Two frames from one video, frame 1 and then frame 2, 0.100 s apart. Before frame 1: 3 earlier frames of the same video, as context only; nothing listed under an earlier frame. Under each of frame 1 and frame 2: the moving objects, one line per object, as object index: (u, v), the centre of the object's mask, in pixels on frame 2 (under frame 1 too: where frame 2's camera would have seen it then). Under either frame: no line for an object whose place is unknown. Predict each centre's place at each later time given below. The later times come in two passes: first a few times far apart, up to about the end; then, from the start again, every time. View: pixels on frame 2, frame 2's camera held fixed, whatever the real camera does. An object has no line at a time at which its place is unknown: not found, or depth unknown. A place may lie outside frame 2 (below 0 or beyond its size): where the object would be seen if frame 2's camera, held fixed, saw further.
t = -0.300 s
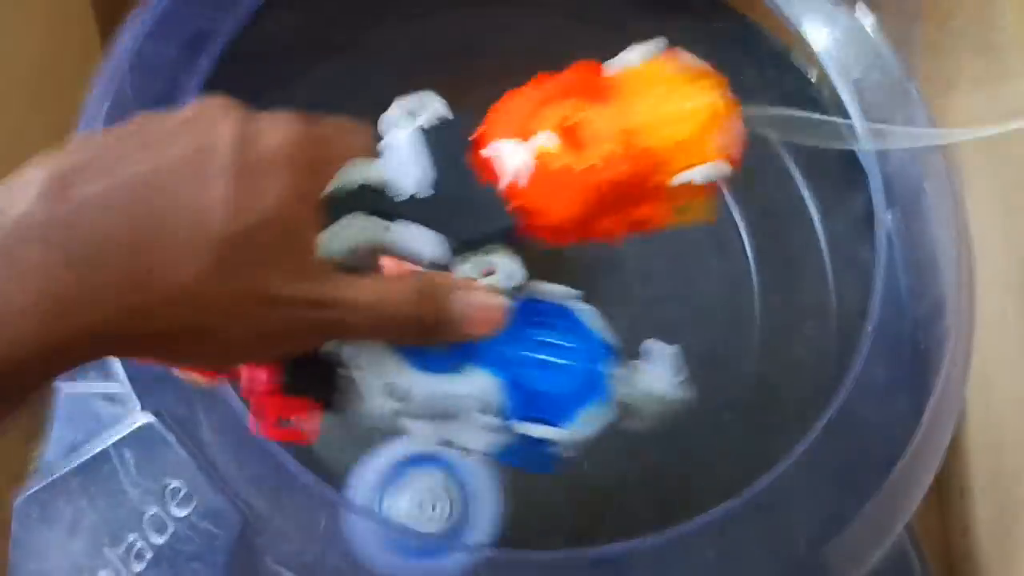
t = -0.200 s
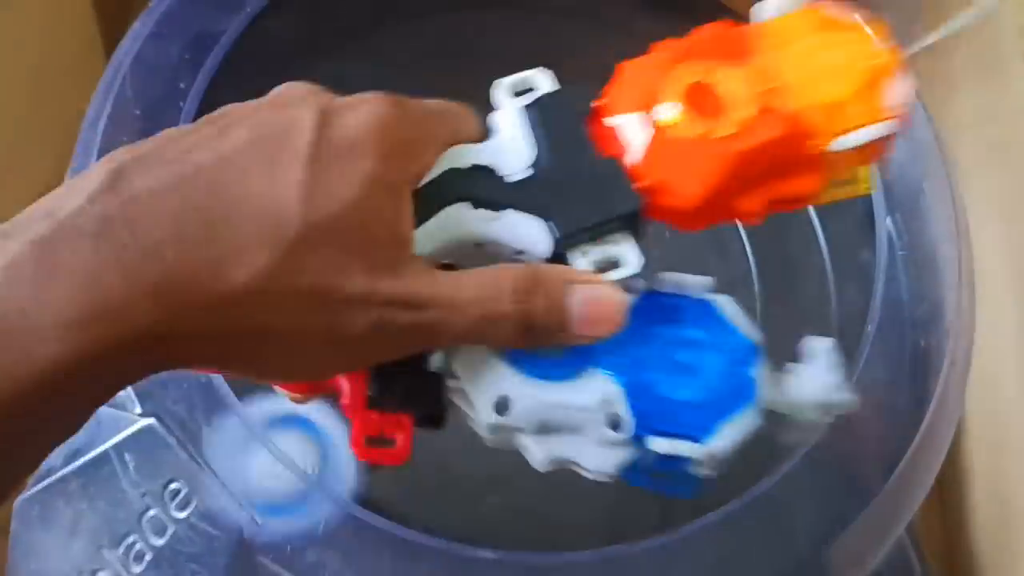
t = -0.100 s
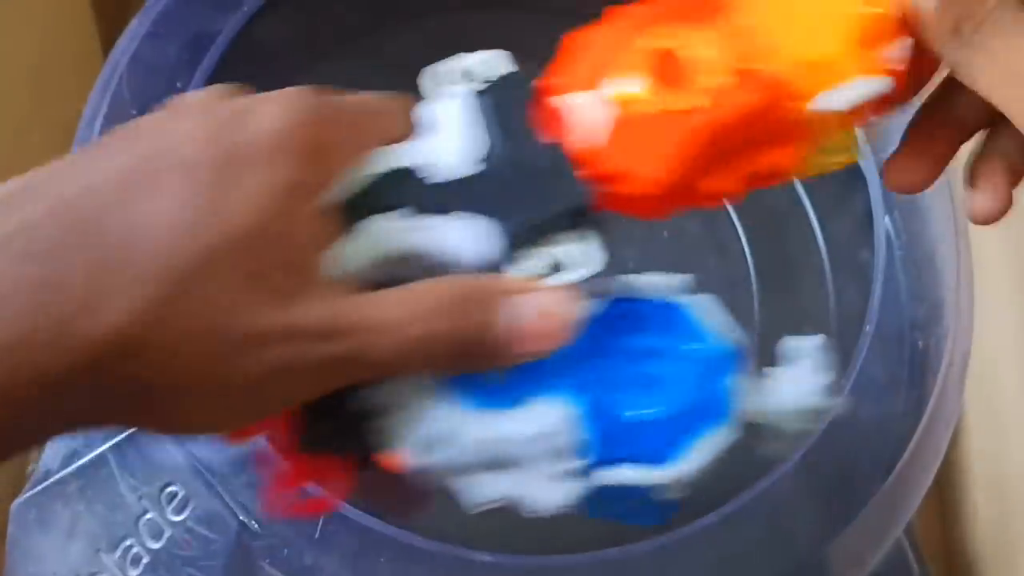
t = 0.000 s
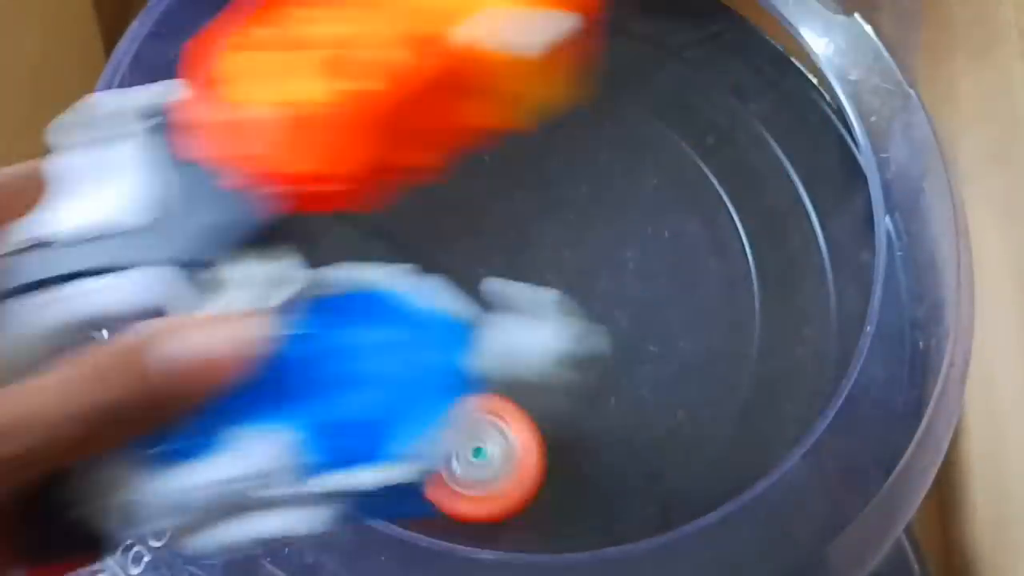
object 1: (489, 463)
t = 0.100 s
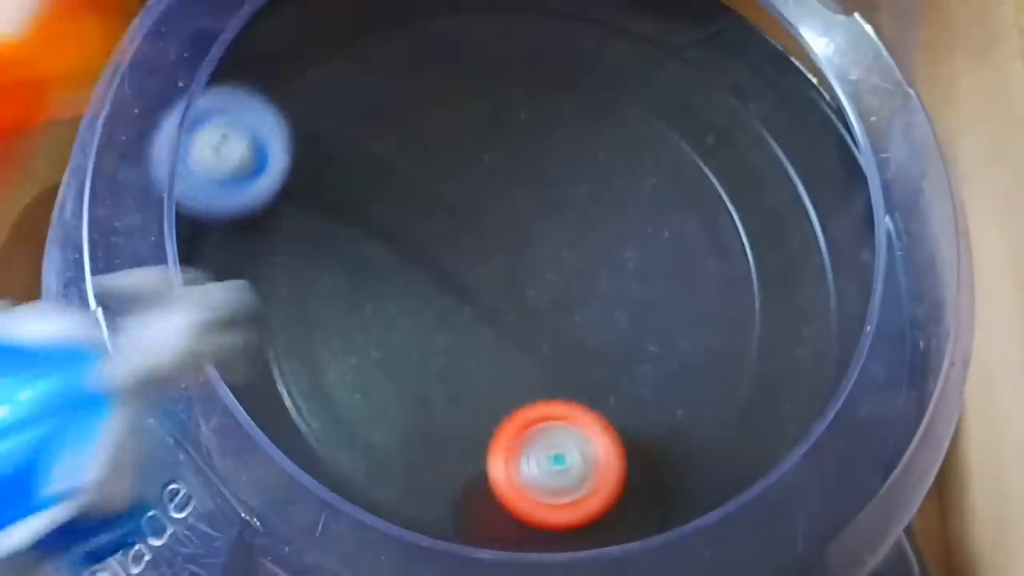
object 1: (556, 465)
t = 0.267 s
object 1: (657, 394)
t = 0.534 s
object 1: (619, 173)
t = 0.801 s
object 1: (316, 123)
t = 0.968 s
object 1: (199, 214)
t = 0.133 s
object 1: (581, 458)
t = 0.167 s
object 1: (605, 447)
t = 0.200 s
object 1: (625, 434)
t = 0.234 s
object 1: (643, 416)
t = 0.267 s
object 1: (657, 394)
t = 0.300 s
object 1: (667, 371)
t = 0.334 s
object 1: (673, 346)
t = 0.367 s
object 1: (676, 318)
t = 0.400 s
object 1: (675, 290)
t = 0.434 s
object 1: (669, 260)
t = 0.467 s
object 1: (658, 231)
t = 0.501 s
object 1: (641, 201)
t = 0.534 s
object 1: (619, 173)
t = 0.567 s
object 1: (590, 148)
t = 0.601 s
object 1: (557, 126)
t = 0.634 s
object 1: (520, 110)
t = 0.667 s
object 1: (479, 101)
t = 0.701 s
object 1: (438, 96)
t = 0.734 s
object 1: (396, 98)
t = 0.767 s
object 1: (355, 107)
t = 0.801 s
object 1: (316, 123)
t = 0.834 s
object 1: (280, 143)
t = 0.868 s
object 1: (251, 164)
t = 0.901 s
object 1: (233, 182)
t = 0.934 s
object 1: (214, 199)
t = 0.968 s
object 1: (199, 214)
